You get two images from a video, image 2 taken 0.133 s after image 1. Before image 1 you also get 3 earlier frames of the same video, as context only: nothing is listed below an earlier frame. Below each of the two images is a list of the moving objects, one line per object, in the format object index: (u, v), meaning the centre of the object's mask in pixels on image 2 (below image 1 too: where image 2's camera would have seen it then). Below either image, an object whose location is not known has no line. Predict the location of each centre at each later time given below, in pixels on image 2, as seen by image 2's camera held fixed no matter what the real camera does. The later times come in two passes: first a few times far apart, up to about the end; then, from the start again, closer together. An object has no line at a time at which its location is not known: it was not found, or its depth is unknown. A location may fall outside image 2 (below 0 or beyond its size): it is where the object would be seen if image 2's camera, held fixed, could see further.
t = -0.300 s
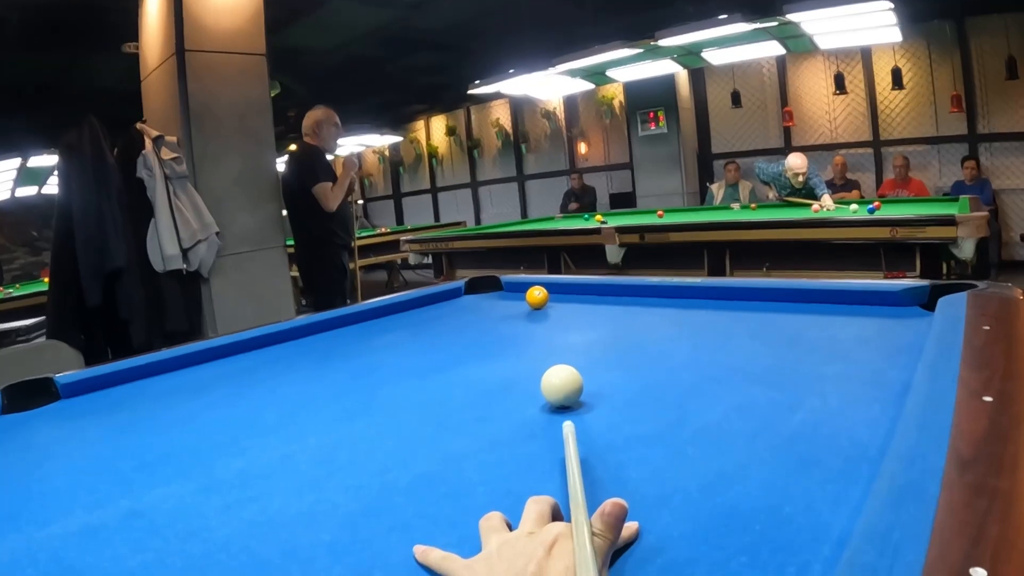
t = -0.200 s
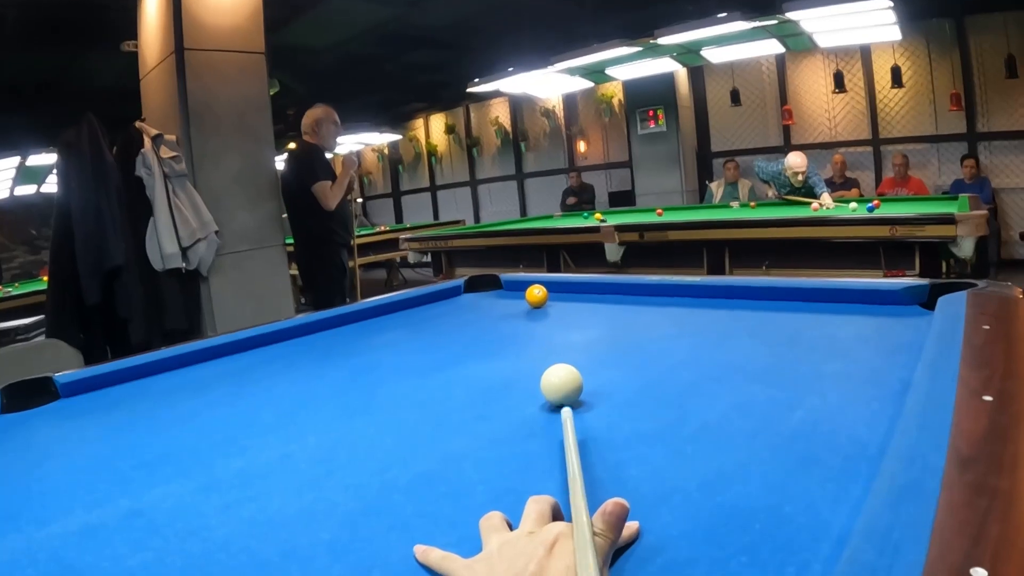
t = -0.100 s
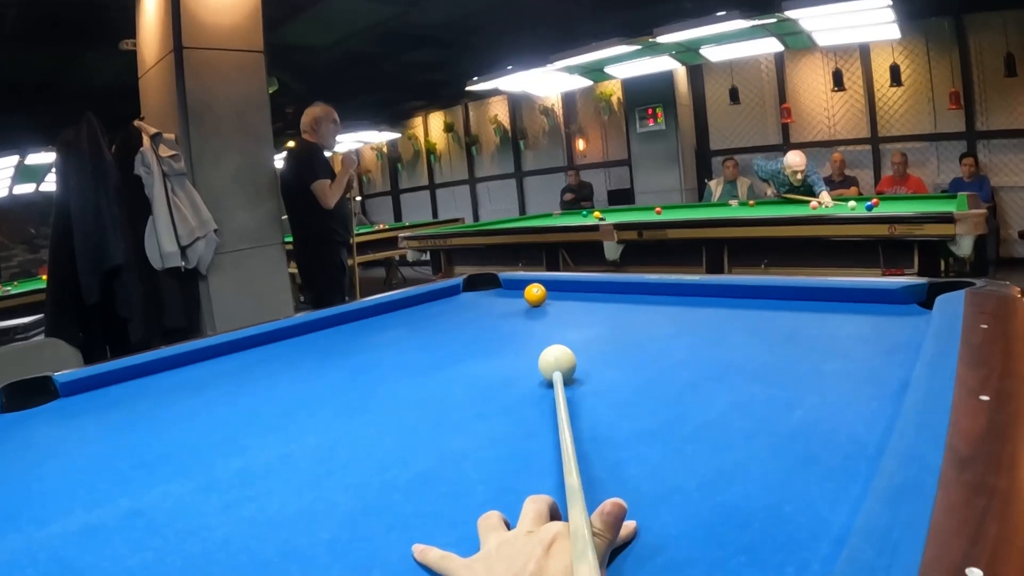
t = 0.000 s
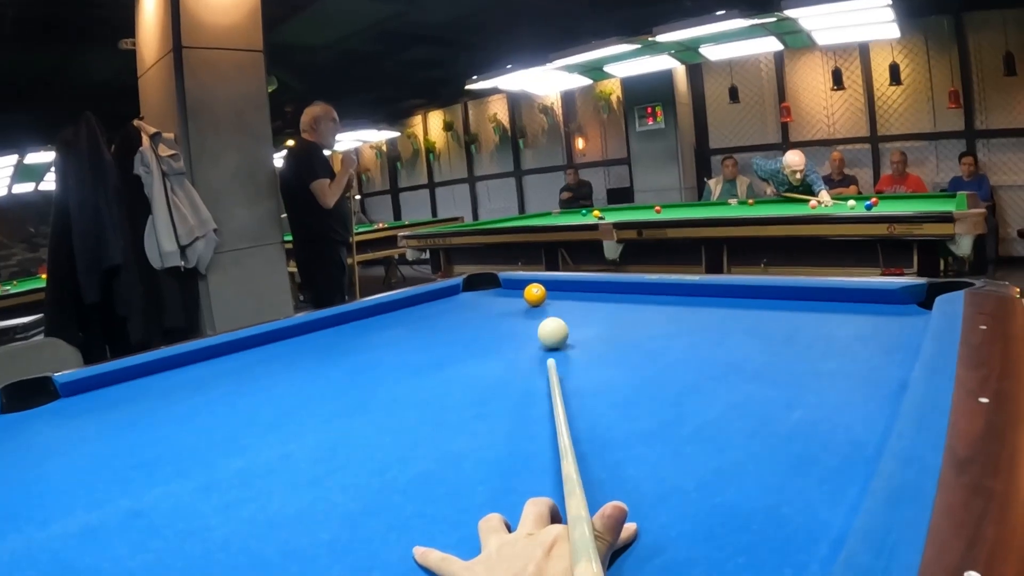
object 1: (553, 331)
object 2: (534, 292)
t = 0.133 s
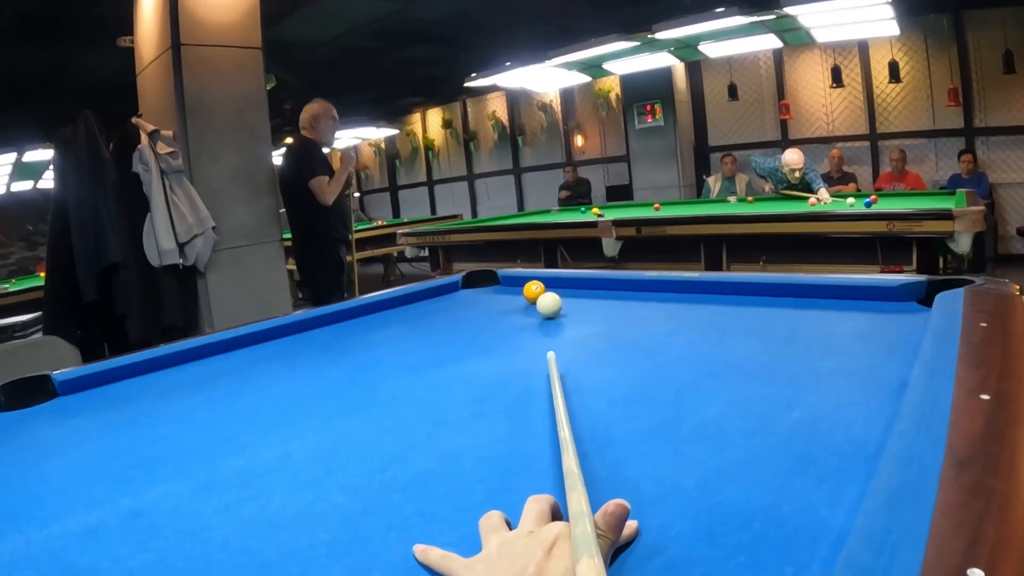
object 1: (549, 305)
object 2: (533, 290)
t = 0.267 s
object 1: (561, 290)
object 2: (521, 289)
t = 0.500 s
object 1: (572, 286)
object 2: (481, 281)
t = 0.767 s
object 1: (535, 297)
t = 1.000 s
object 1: (498, 306)
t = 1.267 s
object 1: (452, 317)
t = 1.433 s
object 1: (423, 326)
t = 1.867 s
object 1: (339, 351)
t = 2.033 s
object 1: (306, 363)
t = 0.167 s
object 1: (549, 300)
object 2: (532, 290)
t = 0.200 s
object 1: (548, 296)
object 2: (532, 290)
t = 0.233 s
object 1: (552, 292)
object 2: (529, 290)
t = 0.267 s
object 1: (561, 290)
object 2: (521, 289)
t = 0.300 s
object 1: (569, 288)
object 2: (513, 287)
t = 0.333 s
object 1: (576, 285)
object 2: (507, 286)
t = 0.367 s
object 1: (583, 283)
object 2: (501, 285)
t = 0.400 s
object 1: (586, 282)
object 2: (495, 284)
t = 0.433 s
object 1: (581, 283)
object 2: (490, 283)
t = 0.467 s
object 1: (576, 285)
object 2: (486, 282)
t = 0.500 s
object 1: (572, 286)
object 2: (481, 281)
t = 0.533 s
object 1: (568, 288)
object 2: (476, 281)
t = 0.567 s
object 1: (563, 289)
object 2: (472, 280)
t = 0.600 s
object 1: (559, 290)
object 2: (469, 279)
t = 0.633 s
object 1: (554, 292)
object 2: (472, 278)
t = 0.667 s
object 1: (550, 293)
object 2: (475, 279)
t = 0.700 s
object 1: (545, 294)
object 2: (479, 283)
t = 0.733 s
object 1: (540, 296)
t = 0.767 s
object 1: (535, 297)
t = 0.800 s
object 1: (530, 299)
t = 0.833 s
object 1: (525, 300)
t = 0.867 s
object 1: (519, 301)
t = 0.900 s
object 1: (514, 302)
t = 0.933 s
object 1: (509, 304)
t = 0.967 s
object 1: (503, 305)
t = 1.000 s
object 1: (498, 306)
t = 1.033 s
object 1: (492, 308)
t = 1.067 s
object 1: (487, 309)
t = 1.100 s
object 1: (481, 310)
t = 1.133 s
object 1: (475, 311)
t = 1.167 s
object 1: (469, 313)
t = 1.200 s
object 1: (463, 314)
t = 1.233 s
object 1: (458, 316)
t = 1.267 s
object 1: (452, 317)
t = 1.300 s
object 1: (447, 319)
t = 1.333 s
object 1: (441, 320)
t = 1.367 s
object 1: (435, 322)
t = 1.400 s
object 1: (429, 324)
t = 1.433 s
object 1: (423, 326)
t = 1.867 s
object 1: (339, 351)
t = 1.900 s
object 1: (332, 354)
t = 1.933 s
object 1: (325, 356)
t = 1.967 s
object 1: (319, 358)
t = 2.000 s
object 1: (312, 360)
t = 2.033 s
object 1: (306, 363)
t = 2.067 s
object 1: (299, 365)
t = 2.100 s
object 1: (292, 369)
